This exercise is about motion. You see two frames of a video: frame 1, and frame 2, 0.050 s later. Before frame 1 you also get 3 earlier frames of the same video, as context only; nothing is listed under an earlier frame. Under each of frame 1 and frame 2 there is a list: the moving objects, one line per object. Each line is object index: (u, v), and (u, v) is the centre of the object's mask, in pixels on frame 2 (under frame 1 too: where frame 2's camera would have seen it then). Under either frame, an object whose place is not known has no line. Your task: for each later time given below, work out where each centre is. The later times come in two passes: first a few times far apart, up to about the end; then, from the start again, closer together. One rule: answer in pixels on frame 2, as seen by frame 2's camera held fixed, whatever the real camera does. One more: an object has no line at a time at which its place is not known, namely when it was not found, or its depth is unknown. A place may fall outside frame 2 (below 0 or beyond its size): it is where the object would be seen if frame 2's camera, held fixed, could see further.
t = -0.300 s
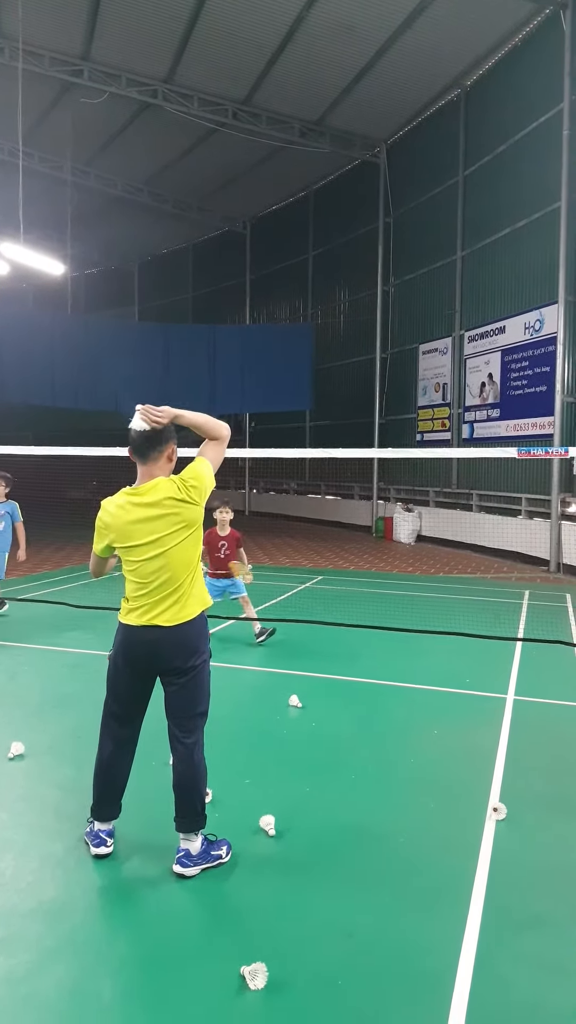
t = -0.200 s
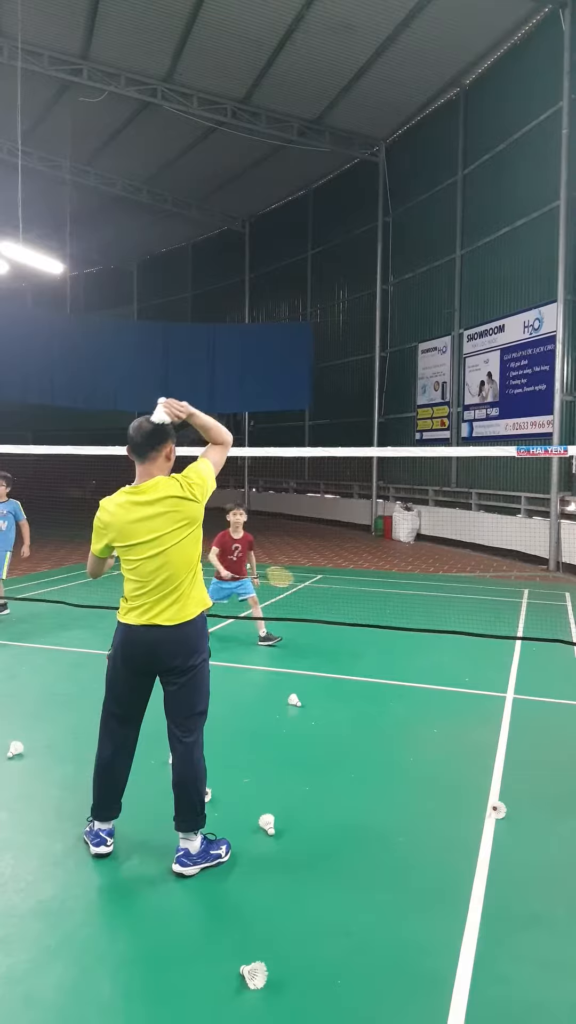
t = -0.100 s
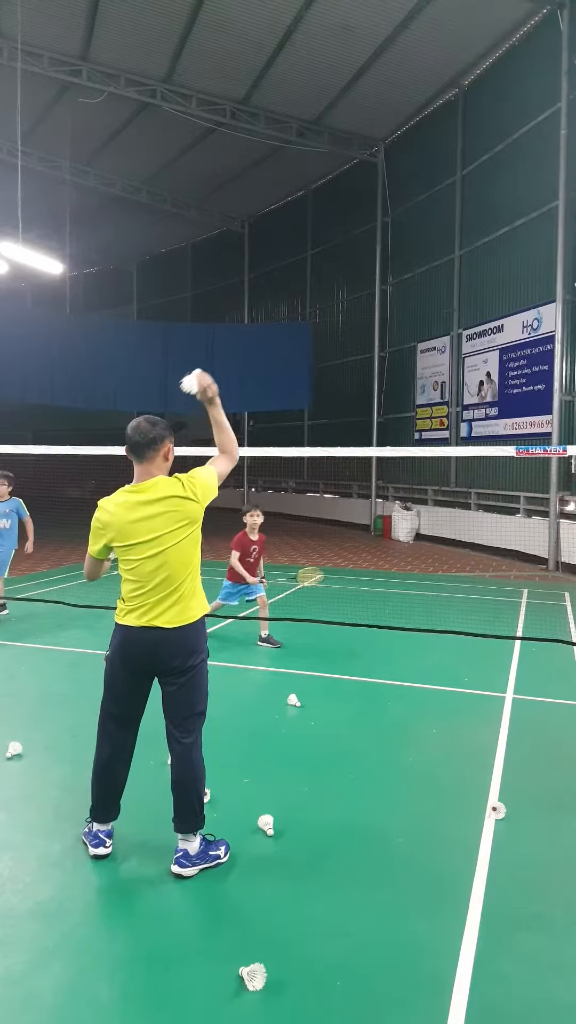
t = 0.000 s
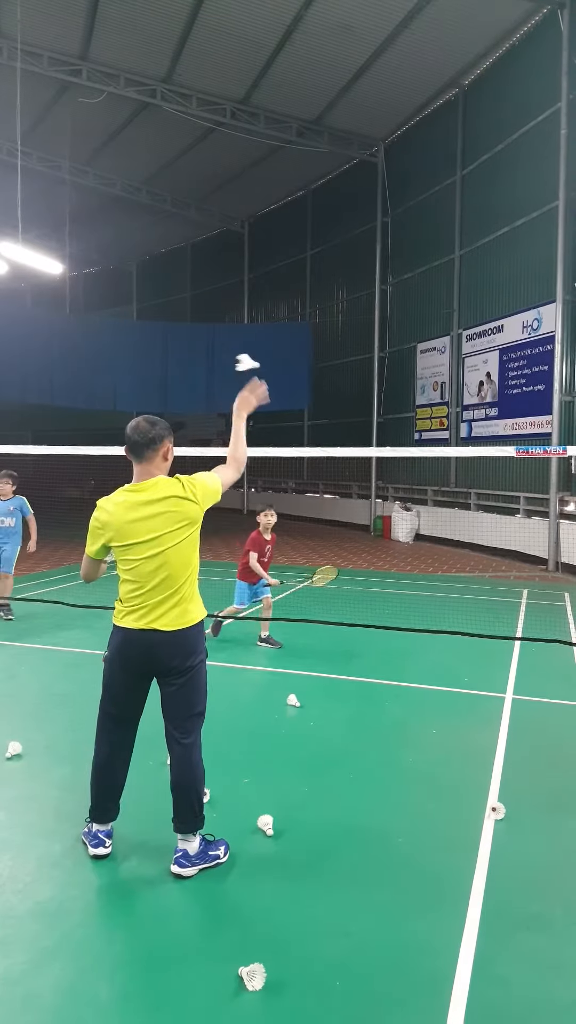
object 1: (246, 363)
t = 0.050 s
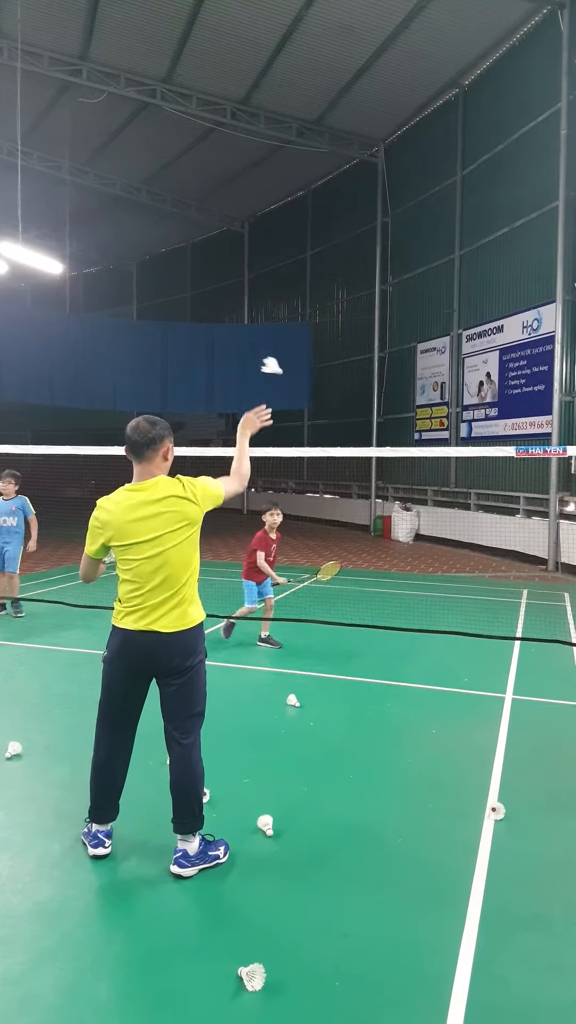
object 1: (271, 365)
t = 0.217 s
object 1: (331, 413)
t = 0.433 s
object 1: (376, 510)
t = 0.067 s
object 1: (279, 369)
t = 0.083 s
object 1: (286, 372)
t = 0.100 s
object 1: (293, 376)
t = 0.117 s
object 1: (300, 380)
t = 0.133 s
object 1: (306, 385)
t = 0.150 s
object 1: (312, 390)
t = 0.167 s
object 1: (317, 395)
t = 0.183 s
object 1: (322, 401)
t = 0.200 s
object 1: (327, 406)
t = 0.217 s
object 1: (331, 413)
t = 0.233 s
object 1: (335, 419)
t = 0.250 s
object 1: (339, 426)
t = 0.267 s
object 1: (343, 432)
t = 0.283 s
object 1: (346, 439)
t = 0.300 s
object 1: (350, 443)
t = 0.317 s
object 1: (355, 459)
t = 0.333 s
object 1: (357, 463)
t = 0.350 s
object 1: (360, 469)
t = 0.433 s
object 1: (376, 510)
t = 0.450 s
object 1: (378, 519)
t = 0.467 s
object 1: (380, 528)
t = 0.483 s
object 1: (383, 537)
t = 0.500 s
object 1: (385, 546)
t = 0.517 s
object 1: (388, 555)
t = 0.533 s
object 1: (390, 564)
